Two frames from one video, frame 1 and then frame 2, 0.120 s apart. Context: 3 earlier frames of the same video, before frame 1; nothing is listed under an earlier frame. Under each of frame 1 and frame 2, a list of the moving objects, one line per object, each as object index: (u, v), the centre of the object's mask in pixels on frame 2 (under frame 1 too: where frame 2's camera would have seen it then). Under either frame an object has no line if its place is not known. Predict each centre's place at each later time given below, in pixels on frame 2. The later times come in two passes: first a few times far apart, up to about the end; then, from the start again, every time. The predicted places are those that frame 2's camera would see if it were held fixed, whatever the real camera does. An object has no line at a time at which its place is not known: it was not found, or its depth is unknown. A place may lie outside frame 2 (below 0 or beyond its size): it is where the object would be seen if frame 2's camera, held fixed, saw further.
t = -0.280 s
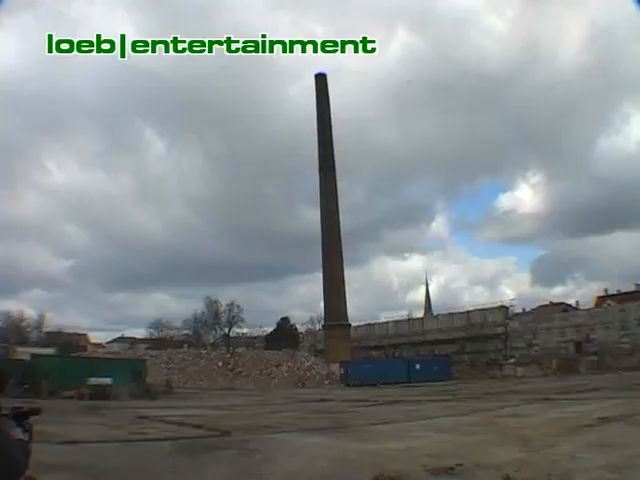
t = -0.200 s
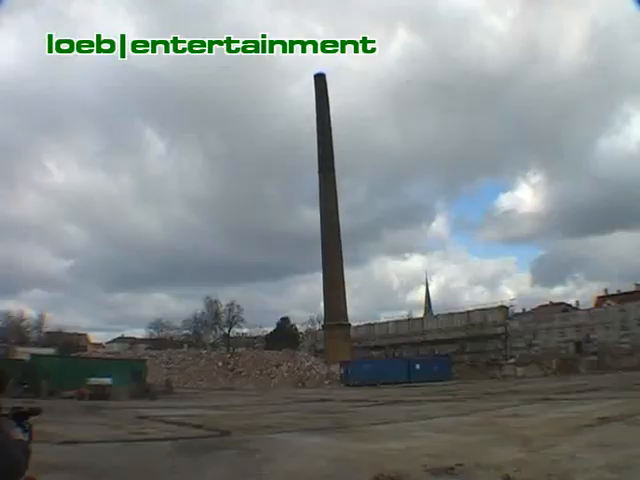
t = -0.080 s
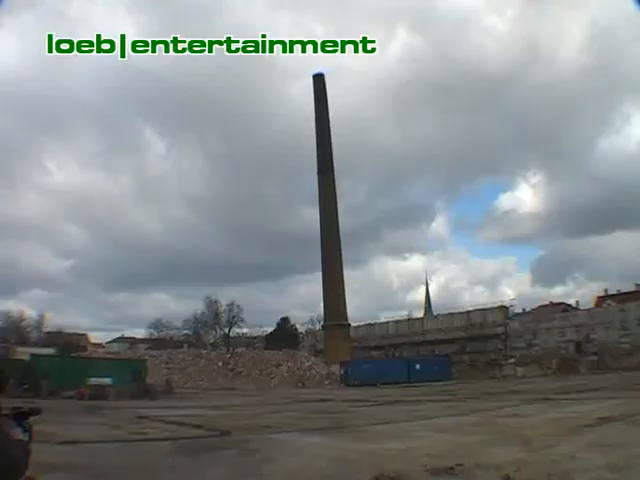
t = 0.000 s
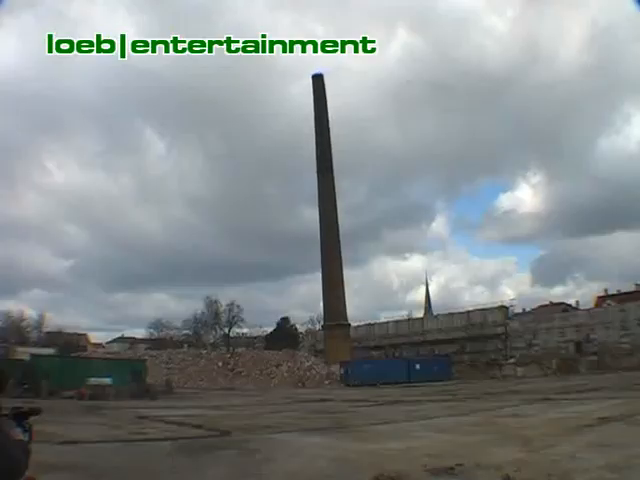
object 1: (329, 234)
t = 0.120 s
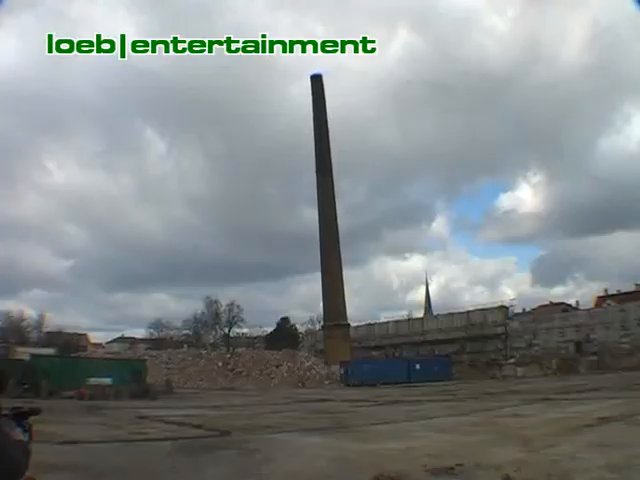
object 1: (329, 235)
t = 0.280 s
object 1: (328, 235)
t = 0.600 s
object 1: (325, 236)
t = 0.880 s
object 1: (323, 237)
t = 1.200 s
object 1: (320, 238)
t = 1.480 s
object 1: (316, 240)
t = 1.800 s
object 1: (311, 242)
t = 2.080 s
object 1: (306, 246)
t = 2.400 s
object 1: (298, 249)
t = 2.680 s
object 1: (289, 253)
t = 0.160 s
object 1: (328, 235)
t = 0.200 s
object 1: (328, 235)
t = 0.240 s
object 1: (328, 235)
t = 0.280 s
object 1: (328, 235)
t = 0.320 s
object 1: (327, 235)
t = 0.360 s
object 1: (327, 236)
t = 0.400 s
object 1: (327, 235)
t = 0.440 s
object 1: (327, 236)
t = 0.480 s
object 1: (326, 236)
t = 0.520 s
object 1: (326, 236)
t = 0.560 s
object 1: (326, 236)
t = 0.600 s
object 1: (325, 236)
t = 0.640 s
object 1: (325, 236)
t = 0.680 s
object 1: (325, 236)
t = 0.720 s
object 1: (324, 236)
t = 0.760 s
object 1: (324, 237)
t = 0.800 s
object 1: (324, 237)
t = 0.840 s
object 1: (323, 237)
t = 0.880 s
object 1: (323, 237)
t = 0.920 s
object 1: (323, 237)
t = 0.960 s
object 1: (322, 237)
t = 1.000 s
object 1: (322, 237)
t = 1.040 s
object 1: (321, 237)
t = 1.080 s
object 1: (321, 238)
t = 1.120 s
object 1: (321, 238)
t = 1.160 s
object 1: (320, 238)
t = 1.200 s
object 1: (320, 238)
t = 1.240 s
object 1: (319, 238)
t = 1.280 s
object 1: (319, 239)
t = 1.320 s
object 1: (318, 239)
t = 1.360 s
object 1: (318, 240)
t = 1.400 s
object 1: (317, 240)
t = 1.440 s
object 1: (317, 240)
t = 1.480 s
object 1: (316, 240)
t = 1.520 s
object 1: (316, 240)
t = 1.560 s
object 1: (315, 241)
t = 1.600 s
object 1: (314, 241)
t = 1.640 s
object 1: (314, 241)
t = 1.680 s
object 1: (313, 241)
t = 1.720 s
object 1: (313, 242)
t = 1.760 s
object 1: (312, 242)
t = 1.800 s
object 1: (311, 242)
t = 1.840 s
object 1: (311, 243)
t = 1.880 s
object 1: (310, 243)
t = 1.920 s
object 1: (309, 243)
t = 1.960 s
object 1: (308, 244)
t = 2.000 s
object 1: (308, 245)
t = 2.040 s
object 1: (307, 245)
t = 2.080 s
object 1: (306, 246)
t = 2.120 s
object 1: (305, 246)
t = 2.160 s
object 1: (305, 247)
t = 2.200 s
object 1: (304, 247)
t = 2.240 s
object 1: (303, 248)
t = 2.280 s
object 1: (302, 249)
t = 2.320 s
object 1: (300, 249)
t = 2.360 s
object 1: (299, 249)
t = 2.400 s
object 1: (298, 249)
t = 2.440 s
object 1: (297, 250)
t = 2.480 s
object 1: (296, 251)
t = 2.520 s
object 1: (295, 252)
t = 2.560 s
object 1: (294, 253)
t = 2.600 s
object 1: (292, 252)
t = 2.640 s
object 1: (291, 253)
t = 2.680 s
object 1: (289, 253)
